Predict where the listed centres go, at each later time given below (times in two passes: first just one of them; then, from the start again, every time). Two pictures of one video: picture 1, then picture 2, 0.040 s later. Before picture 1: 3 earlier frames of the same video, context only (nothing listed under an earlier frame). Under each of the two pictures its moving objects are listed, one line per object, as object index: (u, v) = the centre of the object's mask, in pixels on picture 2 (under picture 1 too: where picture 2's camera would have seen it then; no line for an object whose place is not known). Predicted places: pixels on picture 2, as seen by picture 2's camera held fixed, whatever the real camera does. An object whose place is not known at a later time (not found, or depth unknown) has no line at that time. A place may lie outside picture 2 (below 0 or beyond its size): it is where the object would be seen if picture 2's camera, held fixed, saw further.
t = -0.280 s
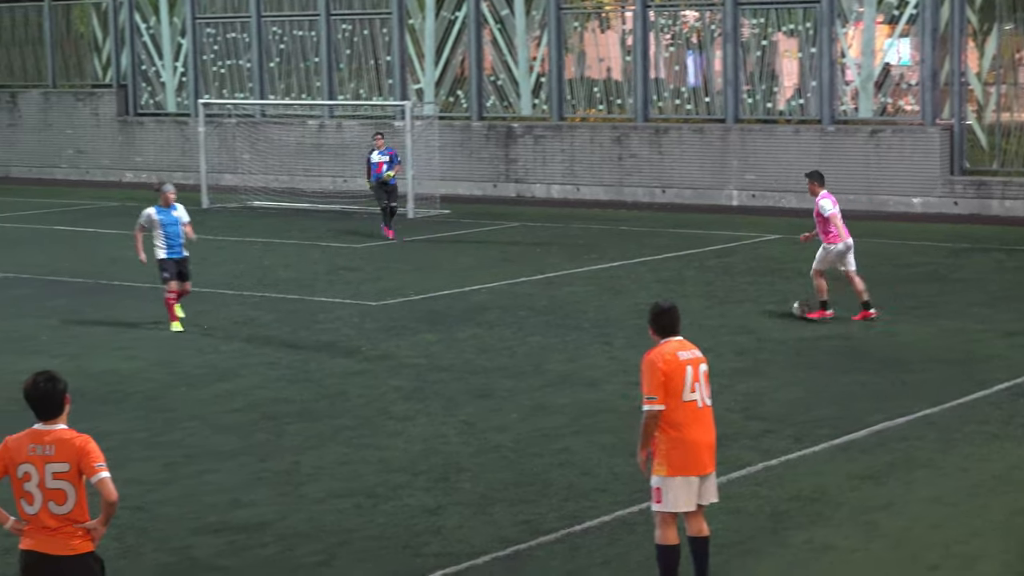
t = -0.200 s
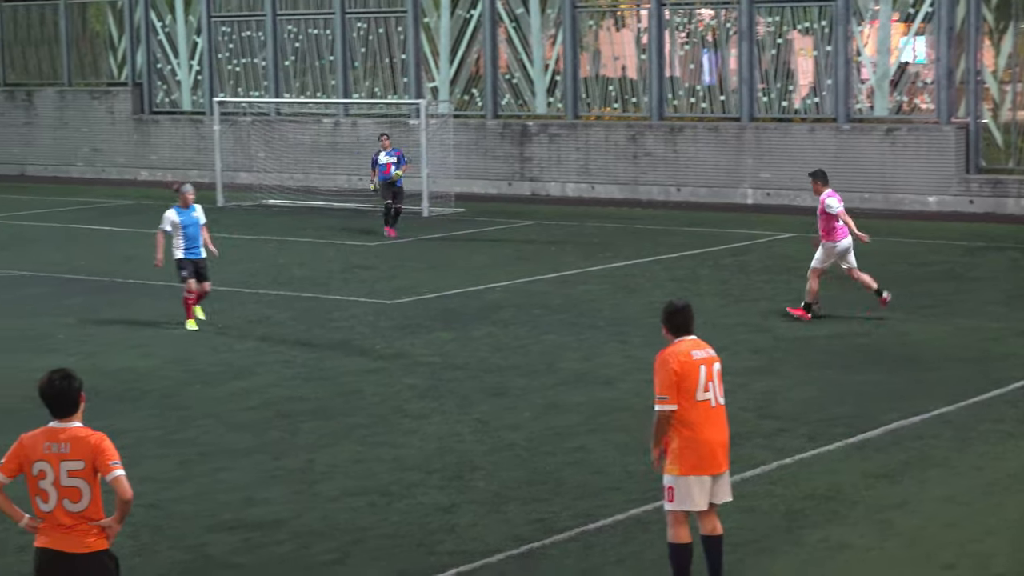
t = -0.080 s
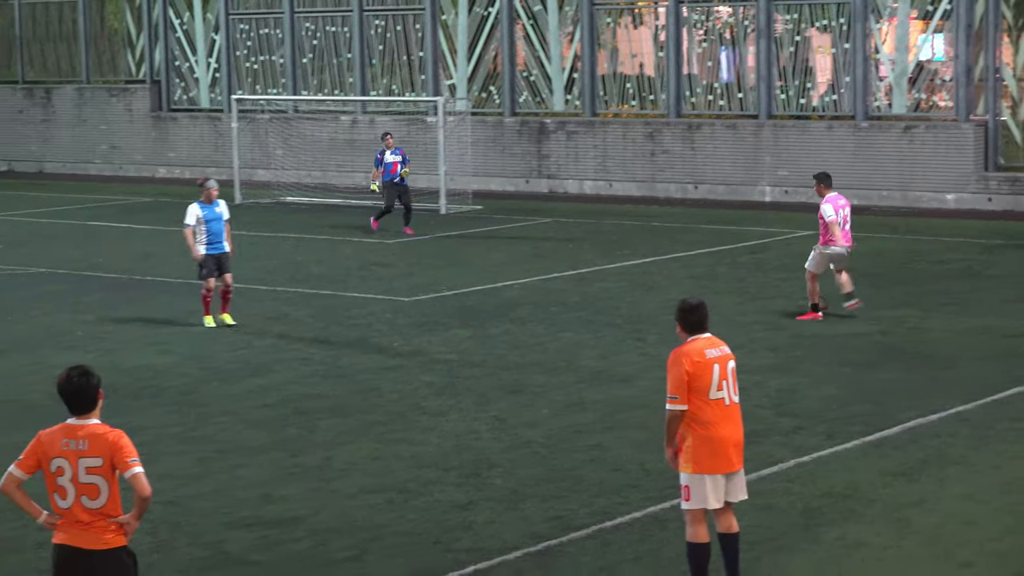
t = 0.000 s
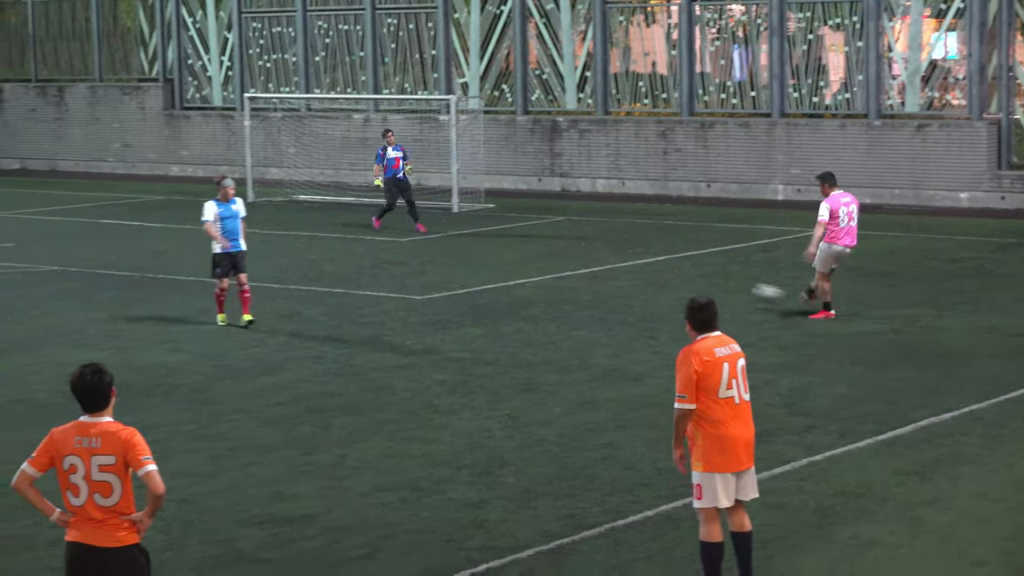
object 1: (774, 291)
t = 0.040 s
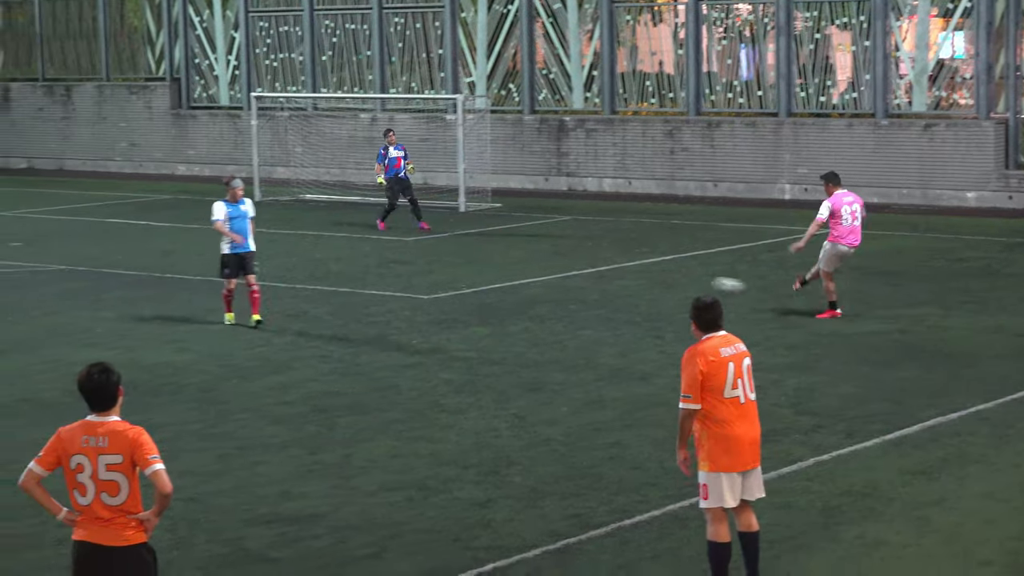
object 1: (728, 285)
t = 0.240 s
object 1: (511, 273)
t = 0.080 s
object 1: (682, 280)
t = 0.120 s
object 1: (638, 275)
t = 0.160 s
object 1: (594, 273)
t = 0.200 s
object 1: (552, 272)
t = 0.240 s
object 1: (511, 273)
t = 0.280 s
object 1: (471, 273)
